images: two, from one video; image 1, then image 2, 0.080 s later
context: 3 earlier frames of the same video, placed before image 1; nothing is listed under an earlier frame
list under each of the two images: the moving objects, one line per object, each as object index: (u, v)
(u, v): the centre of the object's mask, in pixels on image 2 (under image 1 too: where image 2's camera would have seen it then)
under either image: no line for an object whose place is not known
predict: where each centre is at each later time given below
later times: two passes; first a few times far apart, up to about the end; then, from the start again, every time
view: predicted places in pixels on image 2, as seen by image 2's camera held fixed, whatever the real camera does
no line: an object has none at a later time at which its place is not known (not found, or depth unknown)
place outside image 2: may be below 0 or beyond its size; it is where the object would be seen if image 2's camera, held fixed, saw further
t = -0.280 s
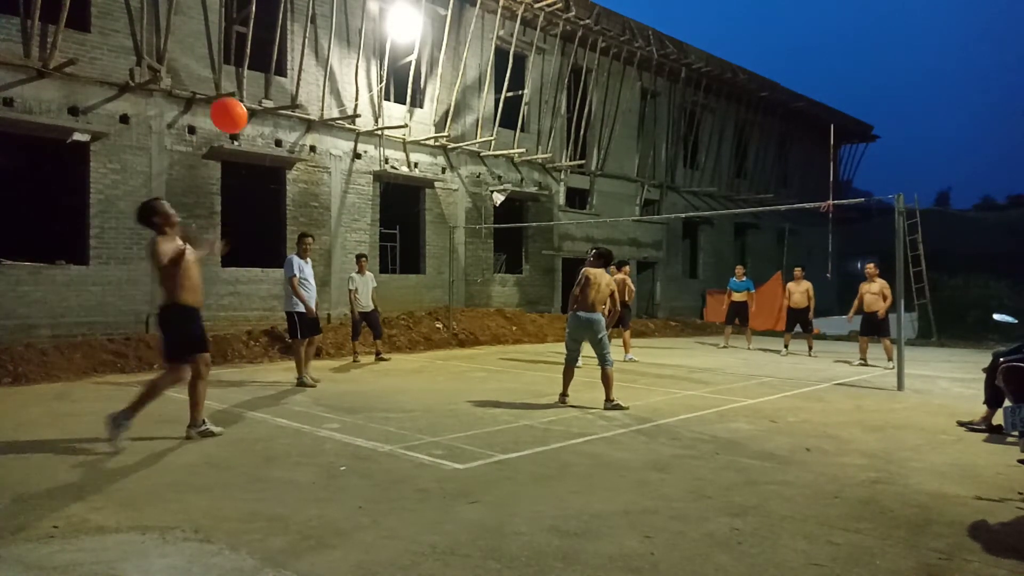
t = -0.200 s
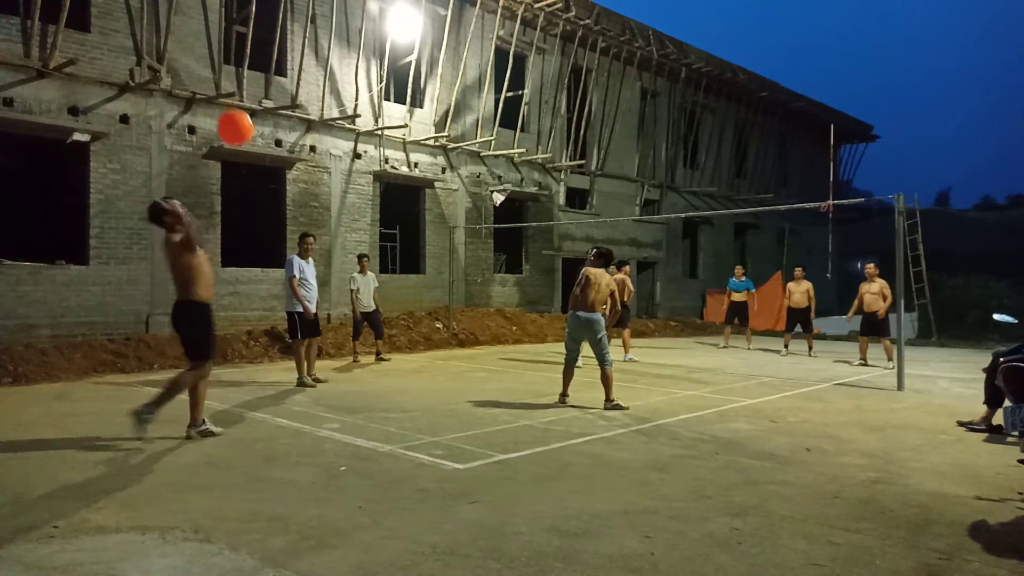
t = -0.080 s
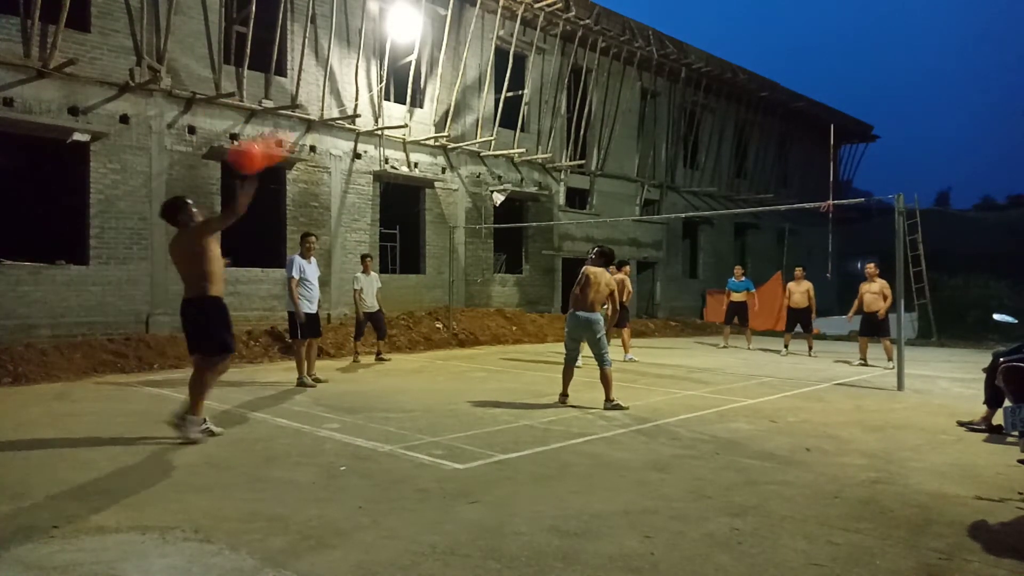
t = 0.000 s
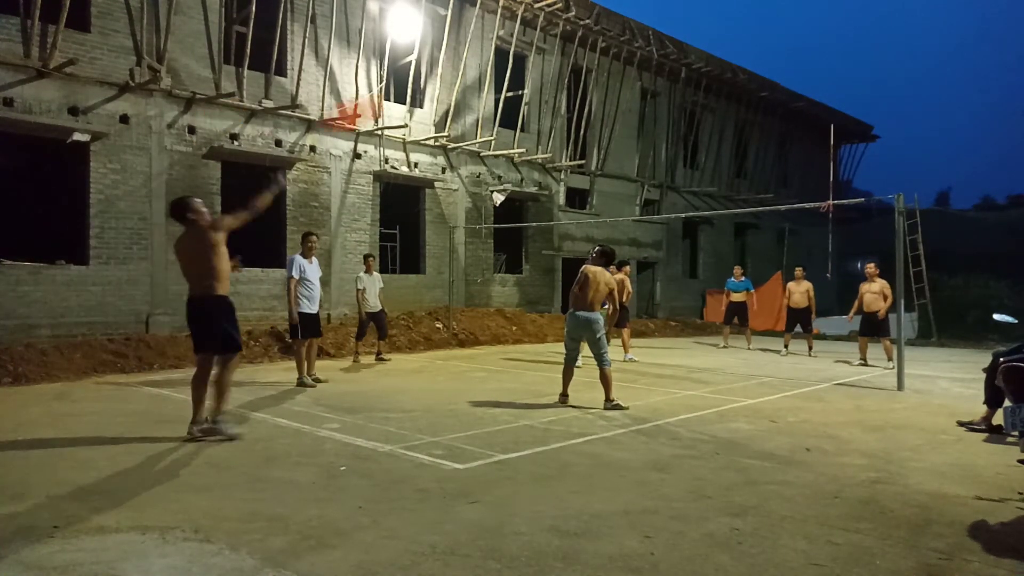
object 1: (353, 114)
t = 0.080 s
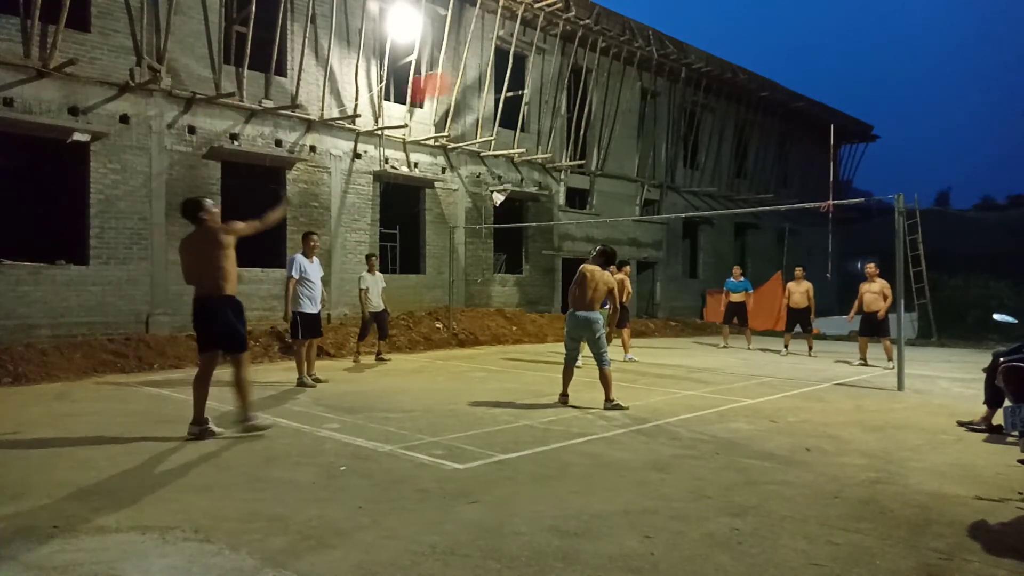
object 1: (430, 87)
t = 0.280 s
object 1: (560, 68)
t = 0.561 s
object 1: (659, 101)
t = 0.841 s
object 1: (717, 167)
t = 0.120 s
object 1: (467, 79)
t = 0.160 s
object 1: (494, 72)
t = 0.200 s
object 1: (515, 69)
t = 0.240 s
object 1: (538, 67)
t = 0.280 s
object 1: (560, 68)
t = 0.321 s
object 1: (577, 69)
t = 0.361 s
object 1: (594, 72)
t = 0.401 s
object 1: (610, 76)
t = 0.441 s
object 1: (624, 81)
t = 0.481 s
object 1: (636, 87)
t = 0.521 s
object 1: (648, 94)
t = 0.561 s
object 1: (659, 101)
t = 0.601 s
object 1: (669, 109)
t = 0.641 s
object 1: (678, 118)
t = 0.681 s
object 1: (687, 127)
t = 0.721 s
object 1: (696, 136)
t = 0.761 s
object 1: (703, 146)
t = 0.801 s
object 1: (710, 157)
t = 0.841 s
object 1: (717, 167)
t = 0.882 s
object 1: (724, 179)
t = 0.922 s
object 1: (730, 191)
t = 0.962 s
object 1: (735, 201)
